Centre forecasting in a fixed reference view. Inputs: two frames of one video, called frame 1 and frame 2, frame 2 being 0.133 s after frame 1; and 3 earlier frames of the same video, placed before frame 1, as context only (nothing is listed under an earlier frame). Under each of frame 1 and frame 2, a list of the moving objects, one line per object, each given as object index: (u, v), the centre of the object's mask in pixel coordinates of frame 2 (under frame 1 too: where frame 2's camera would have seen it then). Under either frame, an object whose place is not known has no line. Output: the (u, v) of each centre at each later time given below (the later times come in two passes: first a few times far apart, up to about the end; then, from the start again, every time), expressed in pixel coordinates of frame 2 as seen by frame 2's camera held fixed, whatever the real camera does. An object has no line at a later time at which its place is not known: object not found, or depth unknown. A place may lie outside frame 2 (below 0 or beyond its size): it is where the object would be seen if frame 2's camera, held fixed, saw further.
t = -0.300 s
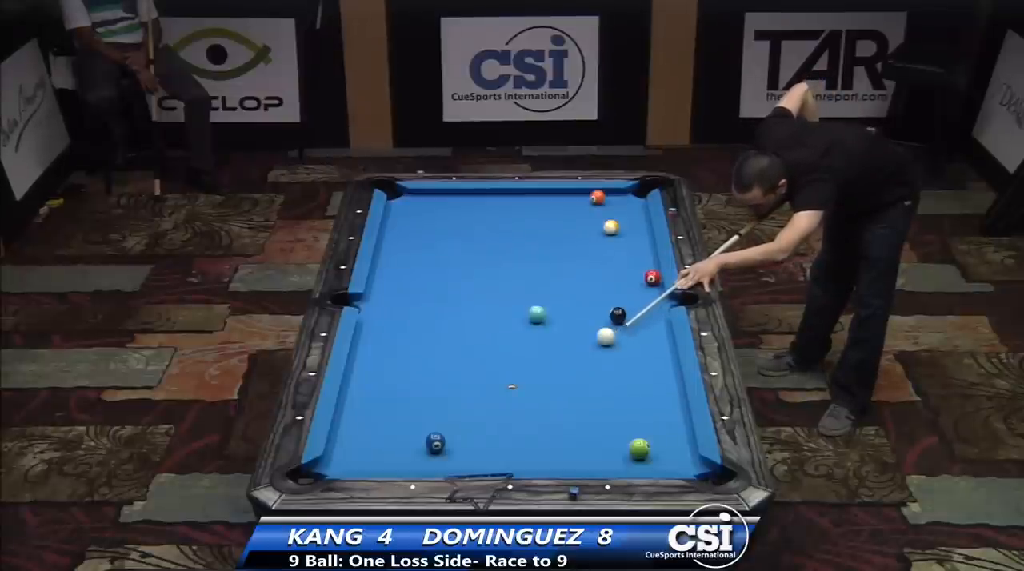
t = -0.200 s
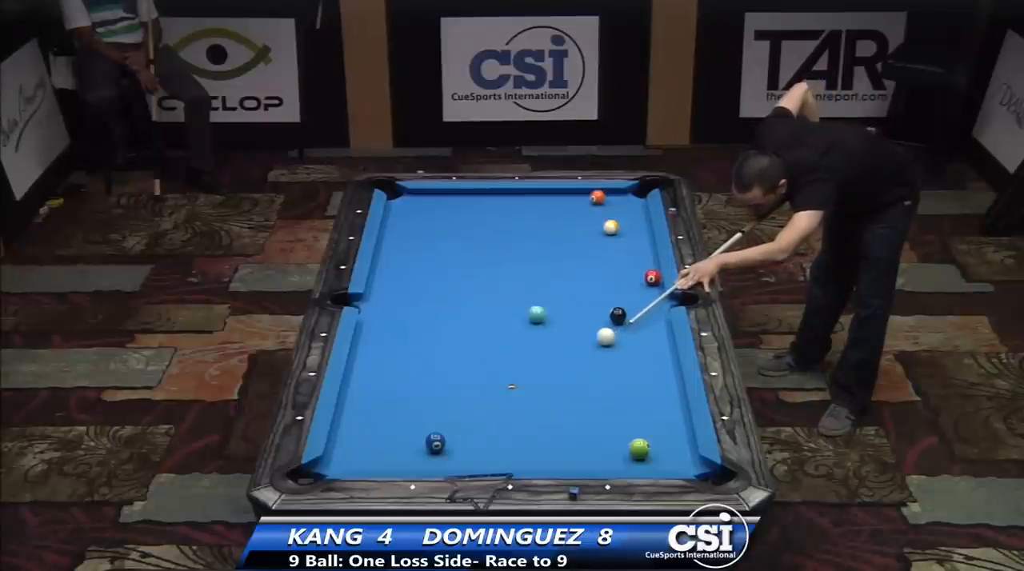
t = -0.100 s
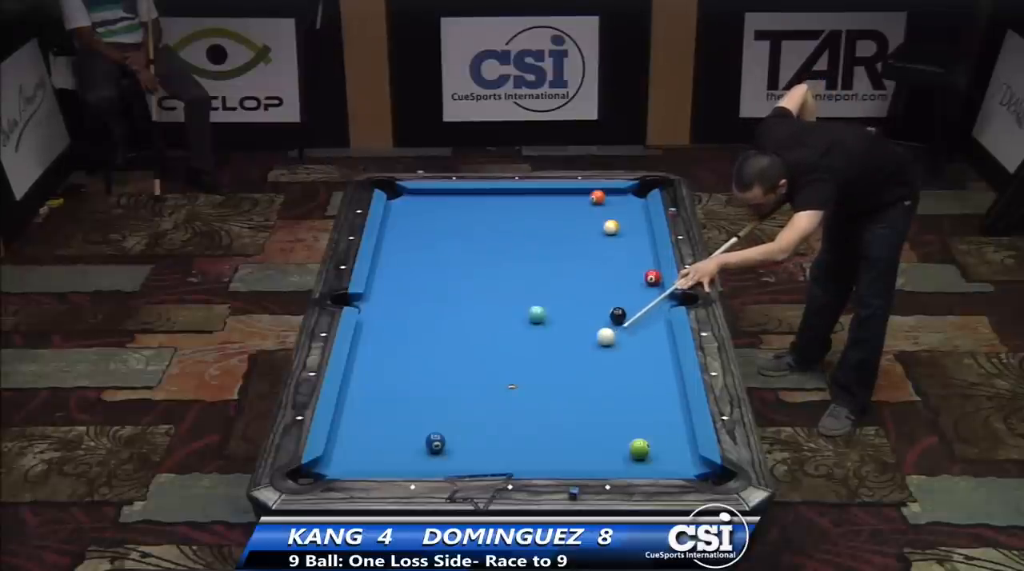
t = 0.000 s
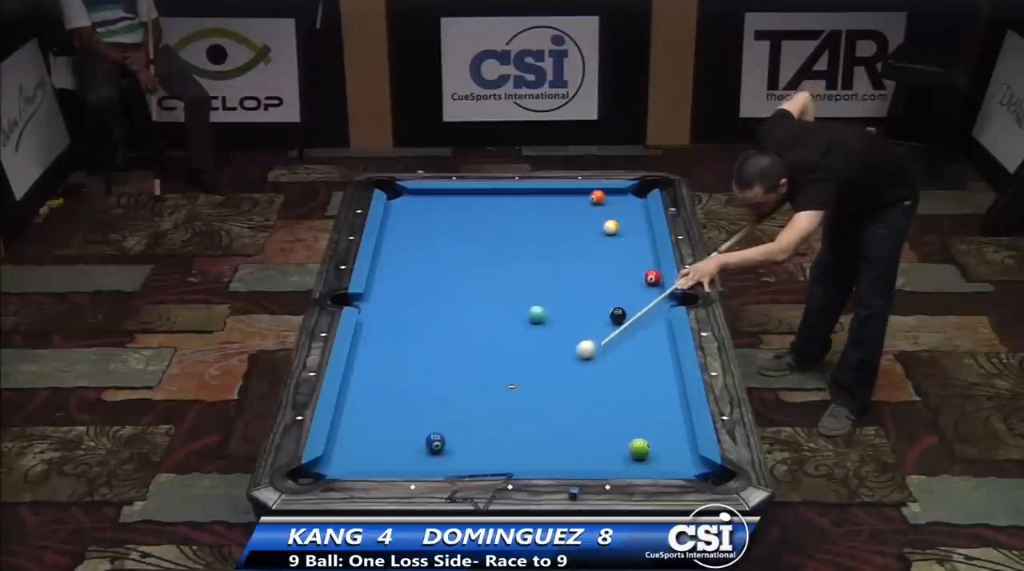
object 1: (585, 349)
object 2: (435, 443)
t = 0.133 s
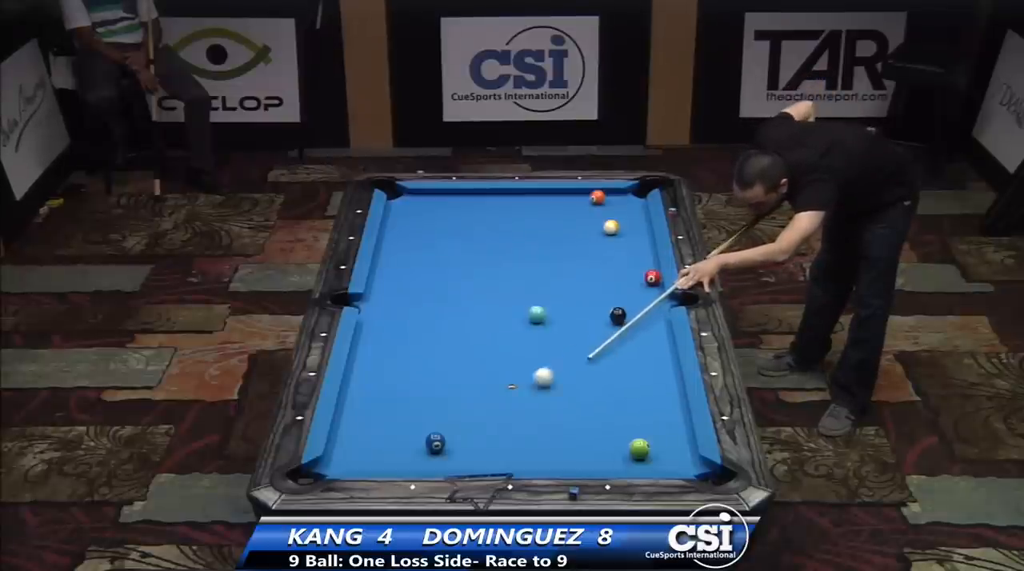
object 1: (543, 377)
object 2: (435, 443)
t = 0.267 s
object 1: (505, 402)
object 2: (435, 443)
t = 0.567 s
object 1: (459, 451)
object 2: (399, 452)
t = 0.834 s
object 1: (470, 457)
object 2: (330, 467)
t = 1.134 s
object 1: (493, 440)
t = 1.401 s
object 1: (511, 425)
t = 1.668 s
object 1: (529, 412)
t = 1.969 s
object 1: (546, 399)
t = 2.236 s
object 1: (560, 389)
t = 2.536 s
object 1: (575, 378)
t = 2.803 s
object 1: (587, 370)
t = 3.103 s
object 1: (599, 361)
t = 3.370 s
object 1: (608, 355)
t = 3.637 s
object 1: (617, 349)
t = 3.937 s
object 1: (625, 343)
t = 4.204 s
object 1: (632, 339)
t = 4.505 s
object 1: (639, 335)
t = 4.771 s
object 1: (644, 332)
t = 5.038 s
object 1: (647, 329)
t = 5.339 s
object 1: (651, 327)
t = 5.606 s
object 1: (653, 326)
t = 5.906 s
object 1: (654, 326)
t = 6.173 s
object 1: (654, 326)
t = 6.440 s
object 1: (654, 326)
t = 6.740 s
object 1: (654, 326)
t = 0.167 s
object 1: (533, 384)
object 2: (435, 443)
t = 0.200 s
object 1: (524, 390)
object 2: (435, 443)
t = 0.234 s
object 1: (515, 396)
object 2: (435, 443)
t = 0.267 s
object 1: (505, 402)
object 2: (435, 443)
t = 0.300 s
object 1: (497, 408)
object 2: (435, 443)
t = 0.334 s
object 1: (488, 414)
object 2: (435, 443)
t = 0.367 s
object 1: (479, 420)
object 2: (435, 443)
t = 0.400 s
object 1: (470, 427)
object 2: (435, 443)
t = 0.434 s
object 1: (460, 433)
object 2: (435, 443)
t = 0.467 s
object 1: (455, 439)
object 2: (430, 445)
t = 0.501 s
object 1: (457, 443)
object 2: (420, 447)
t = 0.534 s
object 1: (458, 447)
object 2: (409, 450)
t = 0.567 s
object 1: (459, 451)
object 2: (399, 452)
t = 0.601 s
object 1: (459, 455)
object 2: (389, 455)
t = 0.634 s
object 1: (459, 458)
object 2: (381, 457)
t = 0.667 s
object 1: (458, 460)
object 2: (372, 459)
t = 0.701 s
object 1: (458, 463)
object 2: (363, 460)
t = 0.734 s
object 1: (462, 462)
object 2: (356, 461)
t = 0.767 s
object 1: (465, 460)
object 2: (347, 462)
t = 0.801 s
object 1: (467, 459)
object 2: (338, 464)
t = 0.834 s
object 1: (470, 457)
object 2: (330, 467)
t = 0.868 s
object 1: (473, 455)
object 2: (323, 470)
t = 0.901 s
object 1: (475, 453)
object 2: (315, 477)
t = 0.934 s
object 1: (478, 451)
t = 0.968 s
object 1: (481, 449)
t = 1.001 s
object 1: (483, 447)
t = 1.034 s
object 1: (486, 445)
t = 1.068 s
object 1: (488, 443)
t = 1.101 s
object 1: (490, 442)
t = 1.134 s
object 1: (493, 440)
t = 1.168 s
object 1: (496, 438)
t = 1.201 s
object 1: (498, 436)
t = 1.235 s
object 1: (500, 434)
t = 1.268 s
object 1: (503, 432)
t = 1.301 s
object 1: (505, 431)
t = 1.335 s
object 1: (507, 429)
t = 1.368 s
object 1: (509, 427)
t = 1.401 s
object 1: (511, 425)
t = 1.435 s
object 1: (514, 423)
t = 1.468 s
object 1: (516, 422)
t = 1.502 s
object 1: (518, 420)
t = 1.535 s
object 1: (520, 419)
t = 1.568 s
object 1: (522, 417)
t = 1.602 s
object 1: (524, 415)
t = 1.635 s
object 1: (527, 414)
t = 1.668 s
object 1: (529, 412)
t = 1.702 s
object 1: (531, 411)
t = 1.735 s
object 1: (533, 409)
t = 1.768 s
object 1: (535, 407)
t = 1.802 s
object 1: (536, 406)
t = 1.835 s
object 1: (538, 405)
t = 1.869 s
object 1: (540, 403)
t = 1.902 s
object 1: (542, 402)
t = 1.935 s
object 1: (544, 400)
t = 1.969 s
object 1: (546, 399)
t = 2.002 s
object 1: (548, 398)
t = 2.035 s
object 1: (550, 396)
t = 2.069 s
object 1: (552, 395)
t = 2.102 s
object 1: (553, 394)
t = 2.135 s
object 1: (555, 392)
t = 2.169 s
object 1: (557, 391)
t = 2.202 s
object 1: (559, 390)
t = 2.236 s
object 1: (560, 389)
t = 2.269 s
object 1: (562, 387)
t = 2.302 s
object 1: (564, 386)
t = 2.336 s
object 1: (565, 385)
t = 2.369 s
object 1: (567, 384)
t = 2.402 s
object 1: (569, 382)
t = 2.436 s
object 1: (570, 381)
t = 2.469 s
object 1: (572, 380)
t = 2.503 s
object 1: (573, 379)
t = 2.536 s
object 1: (575, 378)
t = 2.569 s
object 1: (577, 377)
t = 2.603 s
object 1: (578, 376)
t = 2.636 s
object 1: (579, 375)
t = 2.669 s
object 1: (581, 374)
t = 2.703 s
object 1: (583, 373)
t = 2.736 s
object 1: (584, 372)
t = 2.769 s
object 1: (586, 371)
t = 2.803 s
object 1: (587, 370)
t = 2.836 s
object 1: (588, 369)
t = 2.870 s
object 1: (590, 368)
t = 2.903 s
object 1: (591, 367)
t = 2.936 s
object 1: (592, 366)
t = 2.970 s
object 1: (594, 365)
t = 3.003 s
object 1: (595, 364)
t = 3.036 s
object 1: (596, 363)
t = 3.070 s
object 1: (598, 362)
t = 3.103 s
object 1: (599, 361)
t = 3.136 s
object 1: (600, 360)
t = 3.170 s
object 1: (601, 359)
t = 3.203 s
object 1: (602, 359)
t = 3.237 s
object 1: (604, 358)
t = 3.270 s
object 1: (605, 357)
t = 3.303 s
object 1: (606, 356)
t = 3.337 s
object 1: (607, 355)
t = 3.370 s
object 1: (608, 355)
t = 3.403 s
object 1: (609, 354)
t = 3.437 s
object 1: (611, 353)
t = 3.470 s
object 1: (612, 352)
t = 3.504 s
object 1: (613, 352)
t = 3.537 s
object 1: (614, 351)
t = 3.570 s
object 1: (615, 350)
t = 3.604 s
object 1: (615, 350)
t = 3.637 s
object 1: (617, 349)
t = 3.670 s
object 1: (618, 348)
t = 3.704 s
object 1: (619, 347)
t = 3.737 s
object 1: (620, 347)
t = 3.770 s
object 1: (621, 346)
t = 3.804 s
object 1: (622, 345)
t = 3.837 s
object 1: (623, 345)
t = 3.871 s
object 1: (624, 344)
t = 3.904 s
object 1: (624, 344)
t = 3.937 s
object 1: (625, 343)
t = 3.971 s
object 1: (626, 342)
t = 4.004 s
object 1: (627, 342)
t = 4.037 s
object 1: (628, 341)
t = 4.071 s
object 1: (629, 341)
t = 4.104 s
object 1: (630, 340)
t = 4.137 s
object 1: (630, 340)
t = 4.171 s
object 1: (631, 339)
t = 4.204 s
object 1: (632, 339)
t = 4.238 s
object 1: (633, 338)
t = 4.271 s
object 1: (634, 338)
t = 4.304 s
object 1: (634, 337)
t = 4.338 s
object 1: (635, 337)
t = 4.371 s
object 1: (636, 336)
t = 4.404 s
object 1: (637, 336)
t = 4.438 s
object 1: (637, 335)
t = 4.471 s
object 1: (638, 335)
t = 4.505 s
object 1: (639, 335)
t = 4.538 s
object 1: (639, 334)
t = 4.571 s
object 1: (640, 334)
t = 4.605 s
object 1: (641, 333)
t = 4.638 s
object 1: (642, 333)
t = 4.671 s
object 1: (642, 333)
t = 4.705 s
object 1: (642, 332)
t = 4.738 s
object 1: (643, 332)
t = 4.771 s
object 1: (644, 332)
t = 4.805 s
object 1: (644, 331)
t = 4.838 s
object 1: (644, 331)
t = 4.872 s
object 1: (645, 331)
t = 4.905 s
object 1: (645, 330)
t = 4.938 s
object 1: (646, 330)
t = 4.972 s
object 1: (646, 330)
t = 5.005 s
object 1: (647, 329)
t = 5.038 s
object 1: (647, 329)
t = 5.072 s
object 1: (648, 329)
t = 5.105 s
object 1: (648, 329)
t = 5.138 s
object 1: (649, 329)
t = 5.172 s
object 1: (649, 328)
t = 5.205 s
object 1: (649, 328)
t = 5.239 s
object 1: (650, 328)
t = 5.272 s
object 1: (650, 328)
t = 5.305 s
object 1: (650, 328)
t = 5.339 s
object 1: (651, 327)
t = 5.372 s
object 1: (651, 327)
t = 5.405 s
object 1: (651, 327)
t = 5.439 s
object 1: (651, 327)
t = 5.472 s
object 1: (652, 327)
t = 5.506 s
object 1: (652, 327)
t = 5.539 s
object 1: (652, 327)
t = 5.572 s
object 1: (652, 326)
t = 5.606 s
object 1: (653, 326)
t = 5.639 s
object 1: (653, 326)
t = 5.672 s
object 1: (653, 326)
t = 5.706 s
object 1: (653, 326)
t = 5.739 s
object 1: (653, 326)
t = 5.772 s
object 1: (653, 326)
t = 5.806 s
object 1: (654, 326)
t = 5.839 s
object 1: (654, 326)
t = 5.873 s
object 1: (654, 326)
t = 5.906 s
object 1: (654, 326)
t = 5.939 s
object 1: (654, 326)
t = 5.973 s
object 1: (654, 326)
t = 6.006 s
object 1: (654, 326)
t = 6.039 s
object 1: (654, 326)
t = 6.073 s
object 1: (654, 326)
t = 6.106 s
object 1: (654, 326)
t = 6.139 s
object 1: (654, 326)
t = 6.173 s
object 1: (654, 326)
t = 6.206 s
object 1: (655, 326)
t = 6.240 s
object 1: (654, 326)
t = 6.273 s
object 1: (654, 326)
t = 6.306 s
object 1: (654, 326)
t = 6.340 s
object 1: (654, 326)
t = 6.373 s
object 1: (654, 326)
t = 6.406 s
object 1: (654, 326)
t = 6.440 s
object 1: (654, 326)
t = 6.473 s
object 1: (654, 326)
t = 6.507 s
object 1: (654, 326)
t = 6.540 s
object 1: (654, 326)
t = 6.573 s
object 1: (654, 326)
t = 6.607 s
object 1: (654, 326)
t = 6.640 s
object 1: (654, 326)
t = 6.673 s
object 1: (654, 326)
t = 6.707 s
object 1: (654, 326)
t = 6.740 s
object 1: (654, 326)
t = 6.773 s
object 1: (654, 326)
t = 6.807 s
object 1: (655, 326)
